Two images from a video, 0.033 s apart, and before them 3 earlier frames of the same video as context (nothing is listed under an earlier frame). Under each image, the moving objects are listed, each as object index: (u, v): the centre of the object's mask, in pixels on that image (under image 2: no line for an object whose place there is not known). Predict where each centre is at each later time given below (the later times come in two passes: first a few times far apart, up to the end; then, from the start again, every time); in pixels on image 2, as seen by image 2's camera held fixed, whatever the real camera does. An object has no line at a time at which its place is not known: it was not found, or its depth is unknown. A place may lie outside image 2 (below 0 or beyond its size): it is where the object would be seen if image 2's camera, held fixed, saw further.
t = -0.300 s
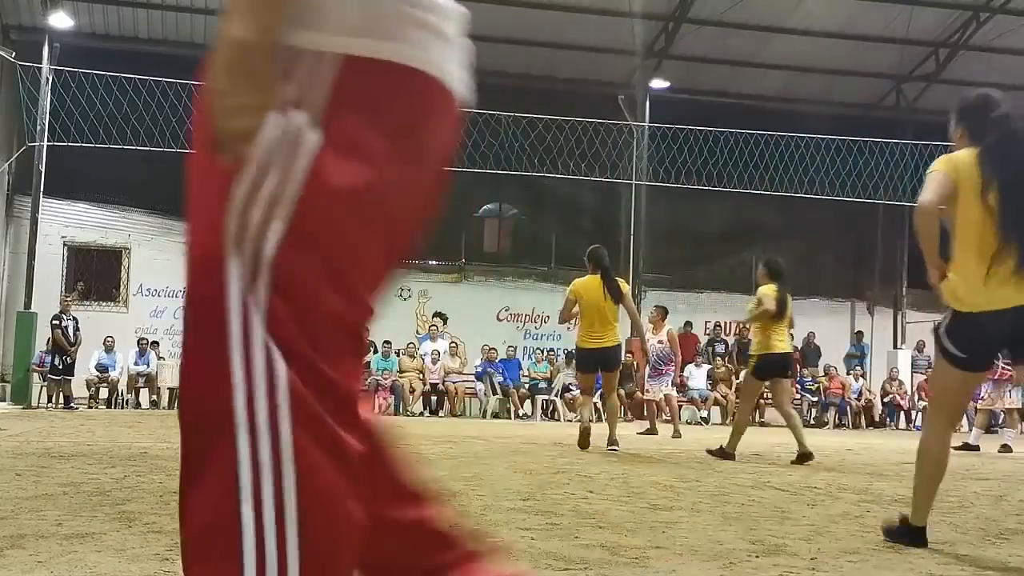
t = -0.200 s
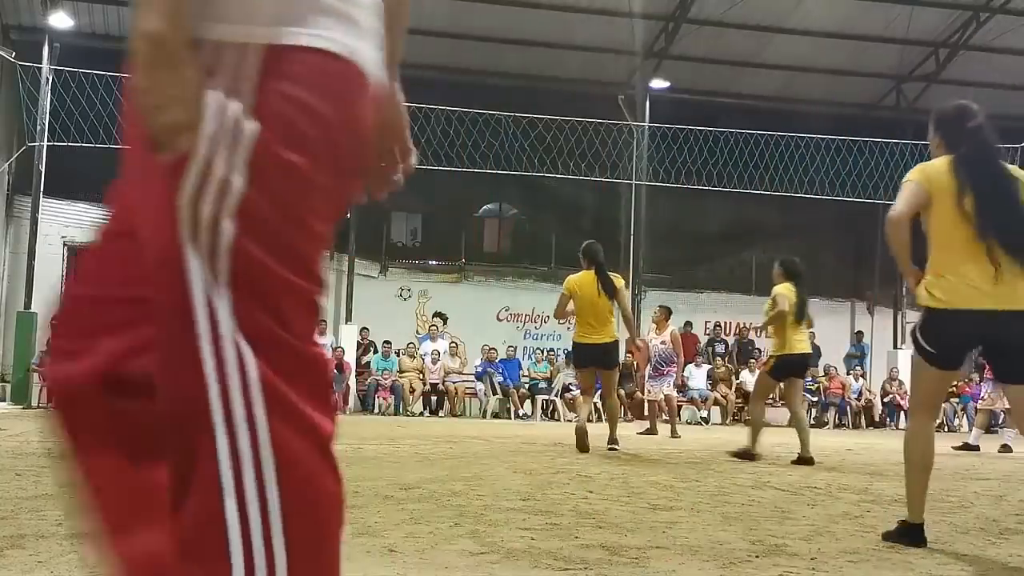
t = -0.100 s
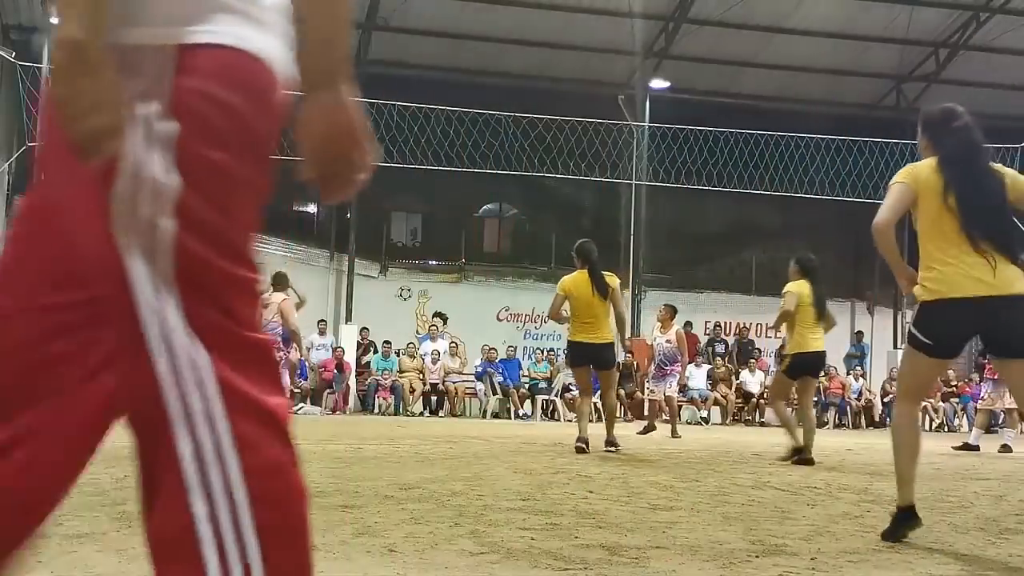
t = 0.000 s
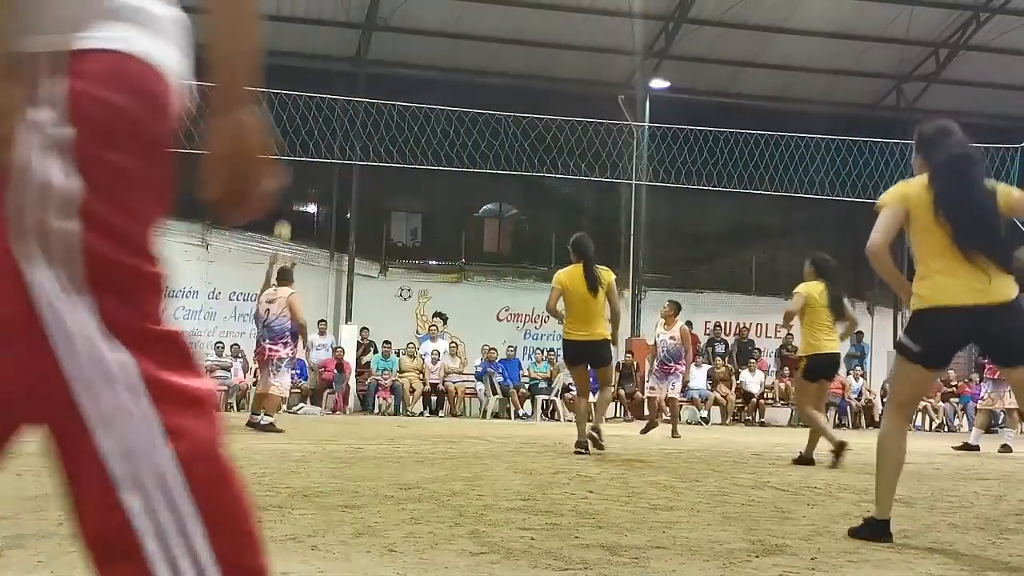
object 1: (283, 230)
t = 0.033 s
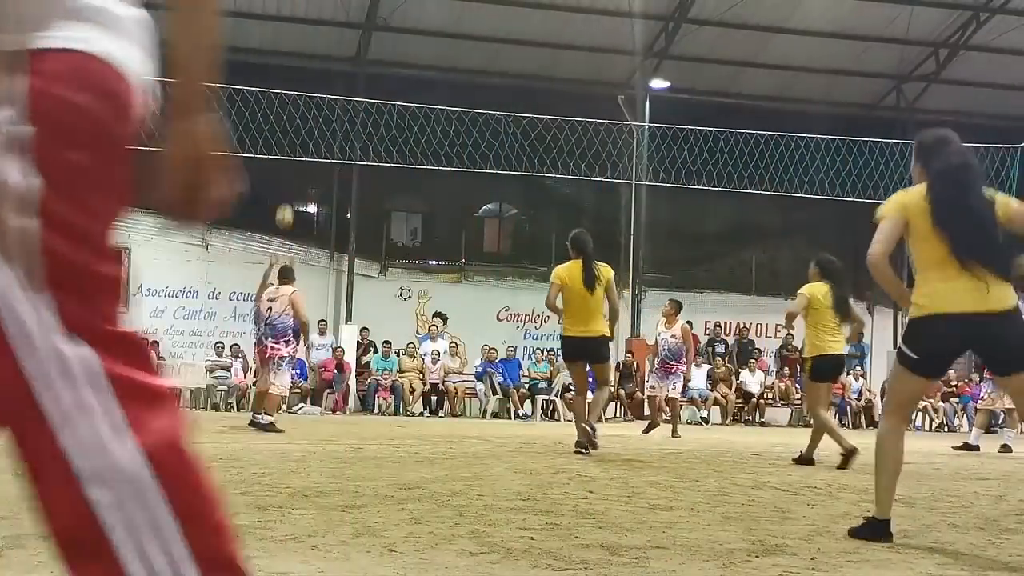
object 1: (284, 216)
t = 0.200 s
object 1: (296, 144)
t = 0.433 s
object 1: (311, 73)
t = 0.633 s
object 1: (324, 45)
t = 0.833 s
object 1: (336, 50)
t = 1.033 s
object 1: (349, 89)
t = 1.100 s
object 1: (353, 115)
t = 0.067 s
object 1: (286, 201)
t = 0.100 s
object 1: (289, 185)
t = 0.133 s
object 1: (291, 172)
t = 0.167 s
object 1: (293, 158)
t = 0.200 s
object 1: (296, 144)
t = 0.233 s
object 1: (298, 131)
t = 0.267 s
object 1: (300, 121)
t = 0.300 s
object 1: (303, 109)
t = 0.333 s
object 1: (305, 99)
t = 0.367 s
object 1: (307, 90)
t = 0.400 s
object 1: (309, 81)
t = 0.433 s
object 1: (311, 73)
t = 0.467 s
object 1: (313, 67)
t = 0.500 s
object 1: (316, 61)
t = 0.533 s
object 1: (318, 55)
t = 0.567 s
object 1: (320, 51)
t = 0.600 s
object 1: (322, 48)
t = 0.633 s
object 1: (324, 45)
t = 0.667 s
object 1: (326, 44)
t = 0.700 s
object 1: (328, 43)
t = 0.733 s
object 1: (330, 43)
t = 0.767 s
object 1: (332, 44)
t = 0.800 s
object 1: (334, 47)
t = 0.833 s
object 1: (336, 50)
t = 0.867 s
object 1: (338, 54)
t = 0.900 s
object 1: (341, 60)
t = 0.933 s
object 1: (343, 66)
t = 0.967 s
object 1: (345, 73)
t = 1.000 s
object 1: (347, 82)
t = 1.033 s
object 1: (349, 89)
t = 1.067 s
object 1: (350, 103)
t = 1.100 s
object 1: (353, 115)
